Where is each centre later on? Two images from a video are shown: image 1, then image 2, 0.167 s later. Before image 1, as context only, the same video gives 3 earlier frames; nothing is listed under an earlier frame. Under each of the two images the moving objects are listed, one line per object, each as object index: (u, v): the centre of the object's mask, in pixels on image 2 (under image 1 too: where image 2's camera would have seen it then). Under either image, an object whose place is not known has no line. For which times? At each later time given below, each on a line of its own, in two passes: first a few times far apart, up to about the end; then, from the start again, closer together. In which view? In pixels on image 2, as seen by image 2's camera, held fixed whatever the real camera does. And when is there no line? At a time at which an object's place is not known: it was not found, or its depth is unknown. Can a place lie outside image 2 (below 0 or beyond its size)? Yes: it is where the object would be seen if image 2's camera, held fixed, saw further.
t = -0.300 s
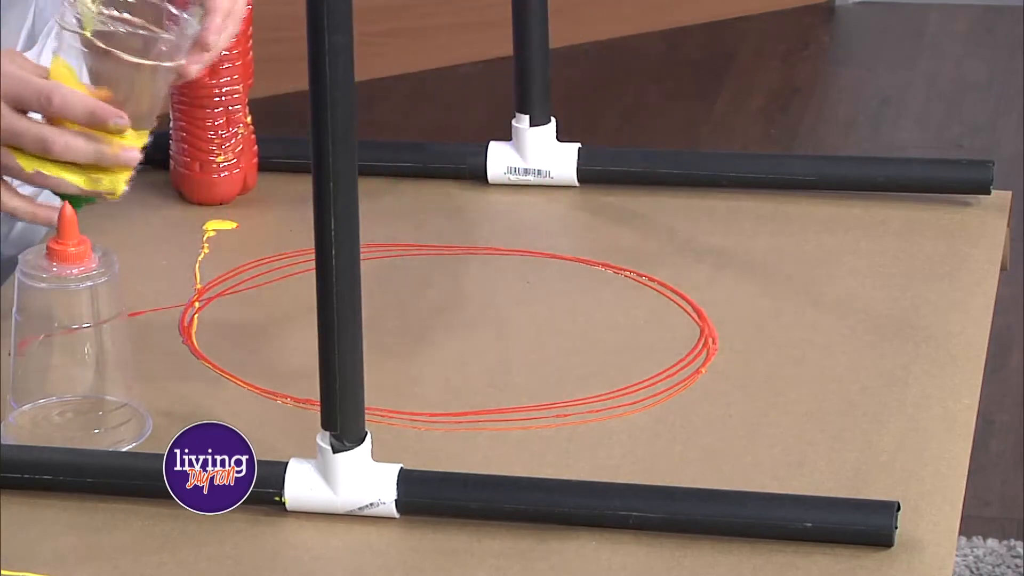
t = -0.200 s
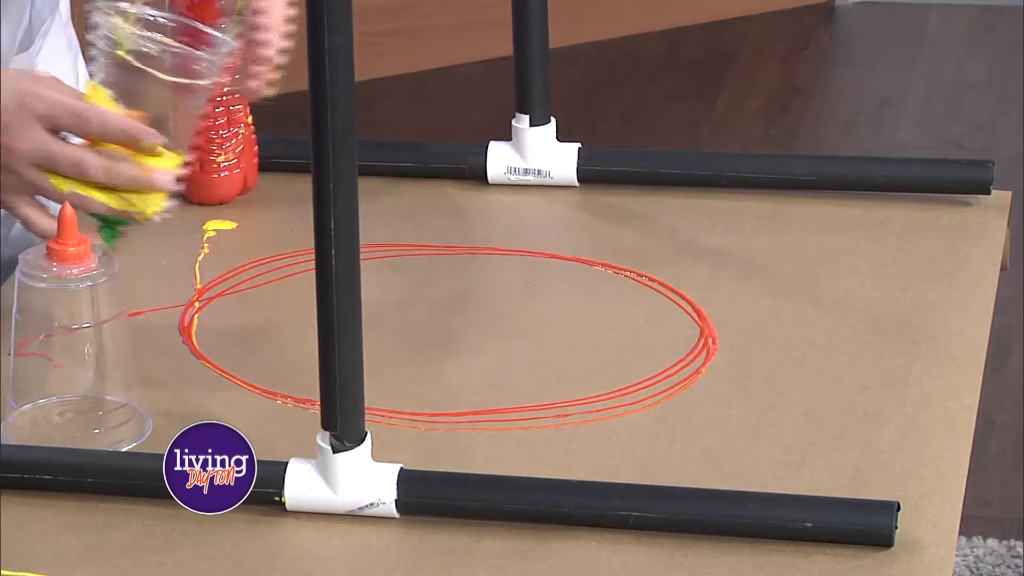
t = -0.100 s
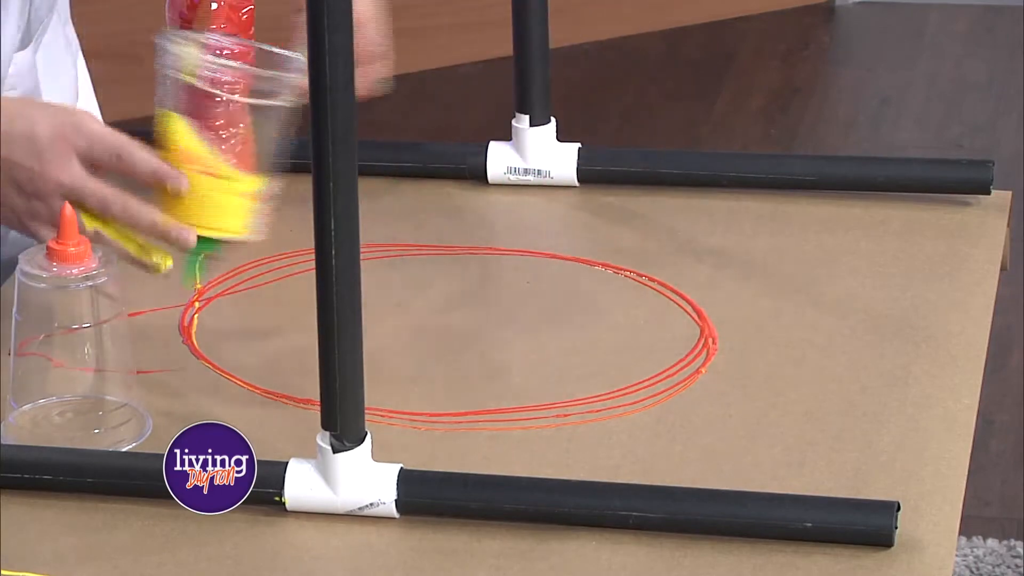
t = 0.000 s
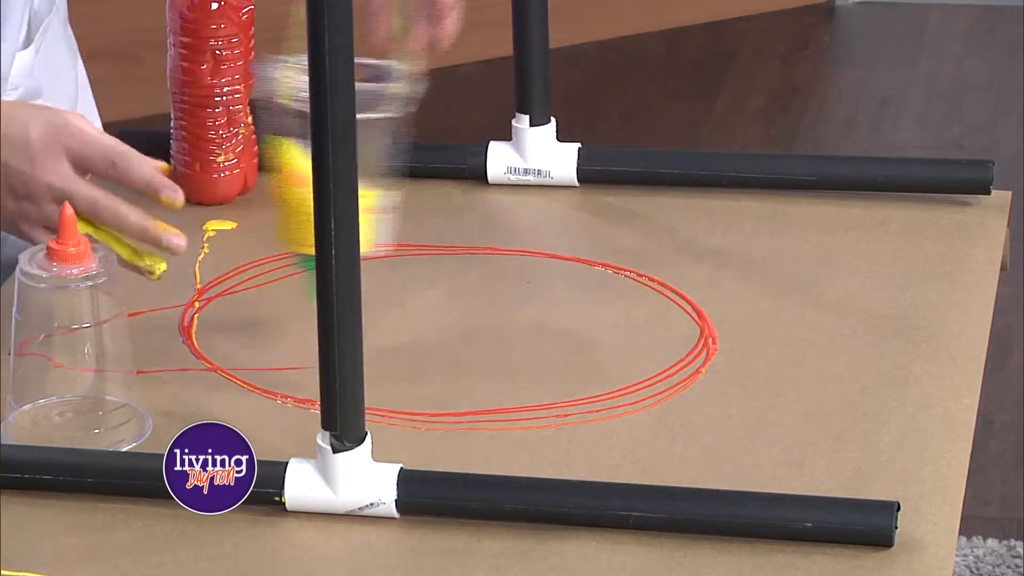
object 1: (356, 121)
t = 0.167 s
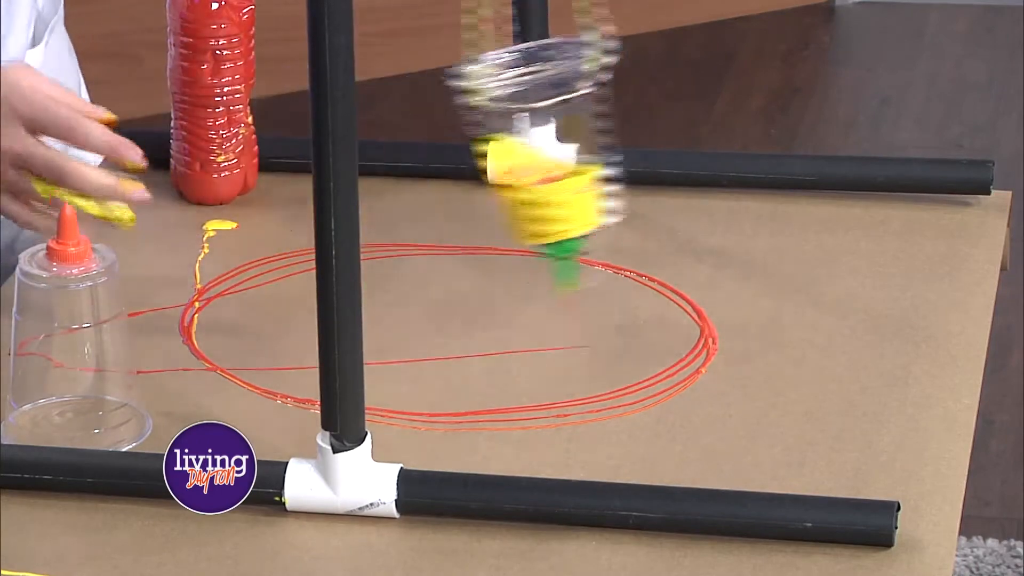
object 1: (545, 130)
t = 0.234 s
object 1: (618, 111)
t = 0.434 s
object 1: (731, 77)
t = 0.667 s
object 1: (629, 88)
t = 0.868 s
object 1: (419, 108)
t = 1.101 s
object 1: (177, 106)
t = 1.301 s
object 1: (149, 112)
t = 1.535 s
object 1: (359, 115)
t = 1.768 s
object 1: (615, 107)
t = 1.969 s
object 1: (717, 75)
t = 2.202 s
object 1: (618, 85)
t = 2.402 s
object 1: (419, 117)
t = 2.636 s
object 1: (189, 114)
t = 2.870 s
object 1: (179, 127)
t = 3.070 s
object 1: (371, 129)
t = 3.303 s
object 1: (610, 105)
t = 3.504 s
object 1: (704, 75)
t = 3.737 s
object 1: (607, 84)
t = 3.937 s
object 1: (416, 119)
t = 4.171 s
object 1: (196, 119)
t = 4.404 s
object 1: (196, 131)
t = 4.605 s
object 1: (403, 133)
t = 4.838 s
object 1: (605, 101)
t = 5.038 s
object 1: (689, 74)
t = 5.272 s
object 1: (594, 83)
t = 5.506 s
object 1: (377, 103)
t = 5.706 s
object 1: (203, 126)
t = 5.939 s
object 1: (208, 140)
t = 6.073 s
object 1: (310, 133)
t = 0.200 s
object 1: (582, 118)
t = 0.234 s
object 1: (618, 111)
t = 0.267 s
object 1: (646, 104)
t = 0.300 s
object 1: (672, 97)
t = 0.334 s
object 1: (694, 92)
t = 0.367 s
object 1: (711, 87)
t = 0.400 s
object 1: (724, 82)
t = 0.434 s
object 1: (731, 77)
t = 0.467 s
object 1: (732, 75)
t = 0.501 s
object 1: (728, 74)
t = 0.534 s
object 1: (718, 76)
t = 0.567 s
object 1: (703, 78)
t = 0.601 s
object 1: (683, 81)
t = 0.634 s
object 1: (658, 86)
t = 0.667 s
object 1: (629, 88)
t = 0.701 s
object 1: (601, 90)
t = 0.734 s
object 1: (563, 93)
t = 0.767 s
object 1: (525, 98)
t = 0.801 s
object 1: (485, 99)
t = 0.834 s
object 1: (445, 102)
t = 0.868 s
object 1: (419, 108)
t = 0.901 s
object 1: (398, 110)
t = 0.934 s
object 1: (356, 104)
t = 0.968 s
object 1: (275, 128)
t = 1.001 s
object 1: (253, 123)
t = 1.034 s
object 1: (225, 115)
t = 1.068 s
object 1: (202, 109)
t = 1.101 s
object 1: (177, 106)
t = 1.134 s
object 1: (158, 105)
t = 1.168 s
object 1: (146, 103)
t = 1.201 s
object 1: (138, 104)
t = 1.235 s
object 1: (137, 105)
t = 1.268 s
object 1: (140, 108)
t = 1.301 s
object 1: (149, 112)
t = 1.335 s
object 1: (165, 116)
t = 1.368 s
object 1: (187, 121)
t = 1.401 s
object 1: (209, 133)
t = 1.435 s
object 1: (234, 136)
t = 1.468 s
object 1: (257, 152)
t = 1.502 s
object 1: (309, 133)
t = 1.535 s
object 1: (359, 115)
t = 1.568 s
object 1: (413, 138)
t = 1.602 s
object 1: (434, 136)
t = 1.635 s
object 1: (467, 130)
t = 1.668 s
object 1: (507, 131)
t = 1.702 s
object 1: (545, 122)
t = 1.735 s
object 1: (585, 122)
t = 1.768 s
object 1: (615, 107)
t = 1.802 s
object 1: (641, 100)
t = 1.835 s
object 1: (665, 94)
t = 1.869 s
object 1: (684, 87)
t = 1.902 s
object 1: (699, 83)
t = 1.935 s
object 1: (711, 79)
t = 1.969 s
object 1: (717, 75)
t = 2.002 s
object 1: (718, 74)
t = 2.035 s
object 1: (714, 74)
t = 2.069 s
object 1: (703, 75)
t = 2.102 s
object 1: (688, 77)
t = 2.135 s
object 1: (668, 81)
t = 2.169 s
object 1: (645, 83)
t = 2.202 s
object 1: (618, 85)
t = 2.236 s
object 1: (591, 88)
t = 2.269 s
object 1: (556, 92)
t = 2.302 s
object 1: (519, 100)
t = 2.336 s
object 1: (479, 104)
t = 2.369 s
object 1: (445, 110)
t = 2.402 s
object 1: (419, 117)
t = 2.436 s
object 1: (399, 114)
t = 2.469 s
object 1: (356, 108)
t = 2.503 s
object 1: (294, 121)
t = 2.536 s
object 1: (255, 130)
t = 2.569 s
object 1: (230, 122)
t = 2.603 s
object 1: (211, 114)
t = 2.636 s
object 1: (189, 114)
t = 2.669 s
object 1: (173, 114)
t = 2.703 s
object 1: (161, 113)
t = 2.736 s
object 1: (153, 112)
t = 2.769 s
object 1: (152, 113)
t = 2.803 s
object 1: (158, 115)
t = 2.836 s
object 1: (165, 121)
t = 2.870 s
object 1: (179, 127)
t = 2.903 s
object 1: (201, 129)
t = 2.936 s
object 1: (223, 136)
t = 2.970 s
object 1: (242, 148)
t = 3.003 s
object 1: (266, 160)
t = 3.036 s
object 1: (310, 133)
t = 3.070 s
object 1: (371, 129)
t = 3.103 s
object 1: (415, 151)
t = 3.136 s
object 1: (434, 140)
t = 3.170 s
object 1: (469, 137)
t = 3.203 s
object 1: (508, 131)
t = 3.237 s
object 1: (545, 122)
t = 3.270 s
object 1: (579, 114)
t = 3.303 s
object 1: (610, 105)
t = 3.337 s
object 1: (636, 98)
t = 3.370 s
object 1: (657, 91)
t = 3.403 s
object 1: (675, 86)
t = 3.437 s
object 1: (689, 82)
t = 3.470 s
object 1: (699, 78)
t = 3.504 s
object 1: (704, 75)
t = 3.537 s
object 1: (704, 74)
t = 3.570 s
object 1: (699, 74)
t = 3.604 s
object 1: (689, 75)
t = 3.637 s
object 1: (674, 78)
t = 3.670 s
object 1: (654, 80)
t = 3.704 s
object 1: (631, 82)
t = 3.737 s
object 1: (607, 84)
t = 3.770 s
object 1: (581, 88)
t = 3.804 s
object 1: (544, 92)
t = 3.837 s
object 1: (508, 99)
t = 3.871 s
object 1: (471, 106)
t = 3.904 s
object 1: (438, 110)
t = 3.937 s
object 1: (416, 119)
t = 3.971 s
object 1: (380, 110)
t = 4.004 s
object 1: (356, 105)
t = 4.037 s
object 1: (296, 125)
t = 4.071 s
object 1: (251, 133)
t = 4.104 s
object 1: (232, 125)
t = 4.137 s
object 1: (215, 119)
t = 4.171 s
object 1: (196, 119)
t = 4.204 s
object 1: (179, 120)
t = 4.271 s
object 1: (164, 120)
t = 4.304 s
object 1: (164, 122)
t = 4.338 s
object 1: (168, 125)
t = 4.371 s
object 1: (178, 129)
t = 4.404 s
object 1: (196, 131)
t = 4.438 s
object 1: (216, 134)
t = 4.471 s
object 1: (231, 147)
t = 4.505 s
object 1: (253, 157)
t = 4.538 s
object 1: (295, 144)
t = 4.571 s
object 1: (356, 124)
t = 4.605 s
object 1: (403, 133)
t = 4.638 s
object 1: (420, 145)
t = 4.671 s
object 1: (439, 136)
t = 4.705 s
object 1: (474, 131)
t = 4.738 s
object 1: (510, 125)
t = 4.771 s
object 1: (545, 120)
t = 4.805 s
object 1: (577, 112)
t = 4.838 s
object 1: (605, 101)
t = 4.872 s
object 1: (629, 96)
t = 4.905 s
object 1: (649, 90)
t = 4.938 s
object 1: (664, 85)
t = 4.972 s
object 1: (677, 81)
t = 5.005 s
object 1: (685, 77)
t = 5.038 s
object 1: (689, 74)
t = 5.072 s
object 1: (688, 73)
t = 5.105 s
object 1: (683, 74)
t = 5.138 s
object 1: (672, 75)
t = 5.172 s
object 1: (657, 78)
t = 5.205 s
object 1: (638, 80)
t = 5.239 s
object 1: (615, 82)
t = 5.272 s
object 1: (594, 83)
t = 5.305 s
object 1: (562, 88)
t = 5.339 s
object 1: (531, 93)
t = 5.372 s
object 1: (497, 99)
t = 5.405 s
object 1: (463, 103)
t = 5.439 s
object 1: (432, 105)
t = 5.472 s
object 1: (412, 125)
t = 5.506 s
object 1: (377, 103)
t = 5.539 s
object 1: (310, 105)
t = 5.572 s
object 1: (298, 124)
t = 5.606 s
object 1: (261, 139)
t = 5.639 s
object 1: (237, 126)
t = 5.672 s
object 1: (221, 120)
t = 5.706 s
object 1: (203, 126)
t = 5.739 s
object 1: (188, 127)
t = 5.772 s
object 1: (180, 127)
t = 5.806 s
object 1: (176, 128)
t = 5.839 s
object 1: (176, 130)
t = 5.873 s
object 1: (182, 132)
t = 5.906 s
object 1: (194, 134)
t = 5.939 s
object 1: (208, 140)
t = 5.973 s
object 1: (224, 145)
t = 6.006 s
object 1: (245, 150)
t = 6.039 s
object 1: (261, 162)
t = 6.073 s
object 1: (310, 133)
